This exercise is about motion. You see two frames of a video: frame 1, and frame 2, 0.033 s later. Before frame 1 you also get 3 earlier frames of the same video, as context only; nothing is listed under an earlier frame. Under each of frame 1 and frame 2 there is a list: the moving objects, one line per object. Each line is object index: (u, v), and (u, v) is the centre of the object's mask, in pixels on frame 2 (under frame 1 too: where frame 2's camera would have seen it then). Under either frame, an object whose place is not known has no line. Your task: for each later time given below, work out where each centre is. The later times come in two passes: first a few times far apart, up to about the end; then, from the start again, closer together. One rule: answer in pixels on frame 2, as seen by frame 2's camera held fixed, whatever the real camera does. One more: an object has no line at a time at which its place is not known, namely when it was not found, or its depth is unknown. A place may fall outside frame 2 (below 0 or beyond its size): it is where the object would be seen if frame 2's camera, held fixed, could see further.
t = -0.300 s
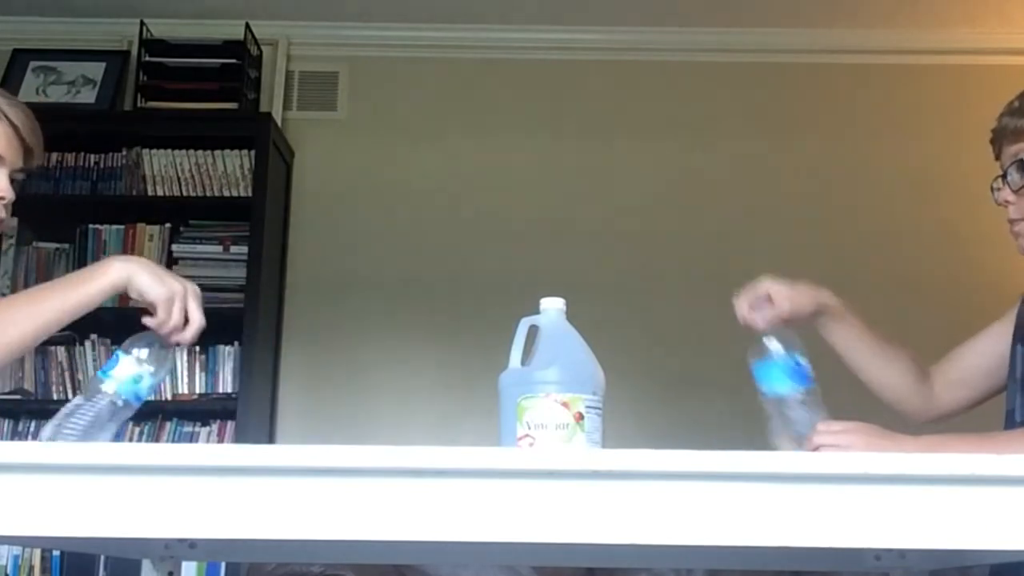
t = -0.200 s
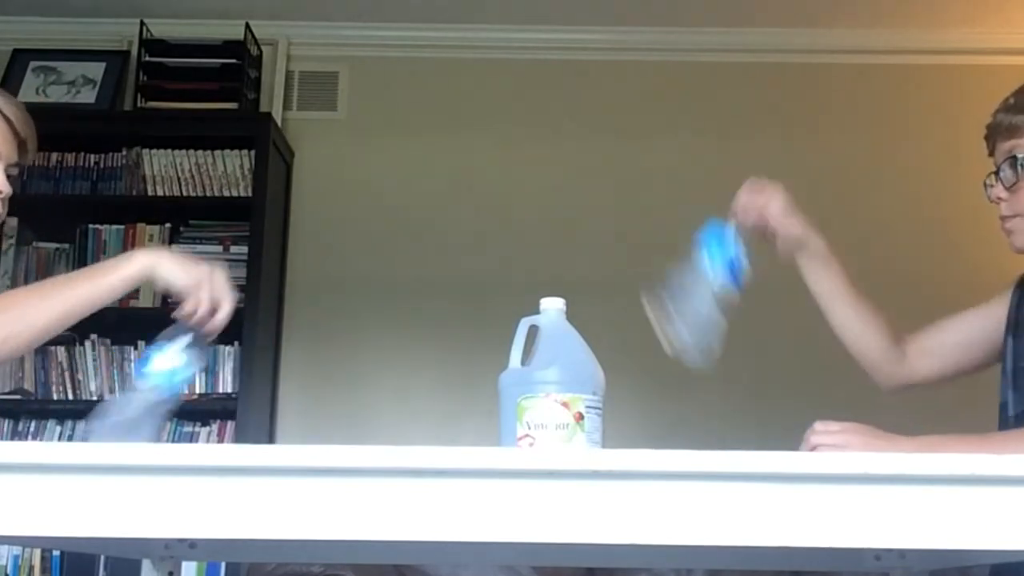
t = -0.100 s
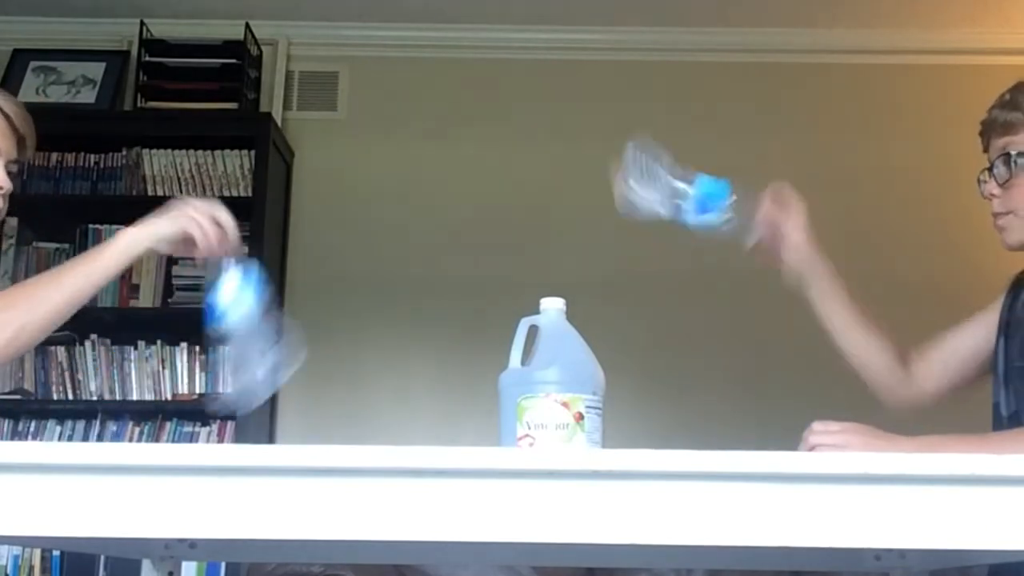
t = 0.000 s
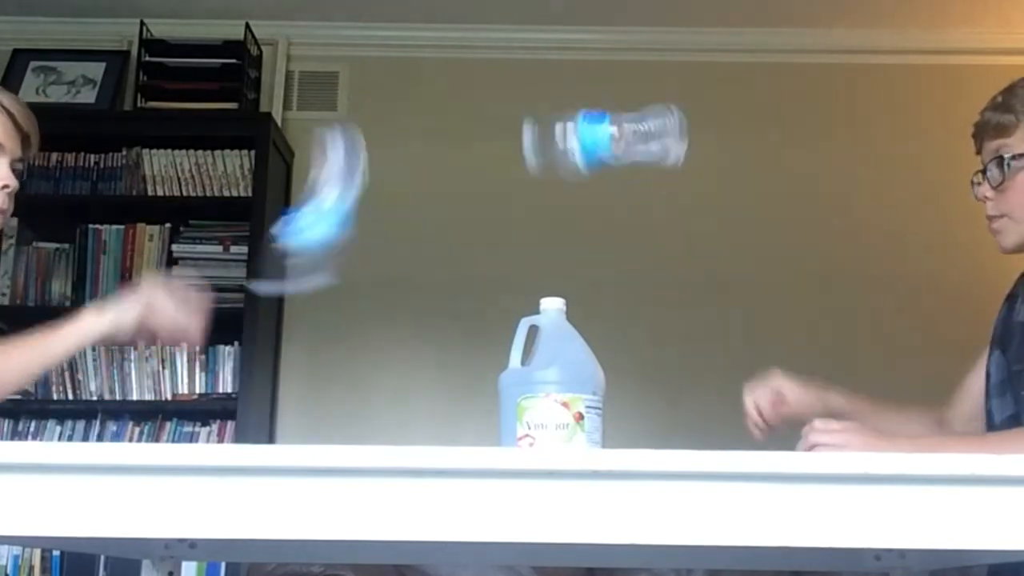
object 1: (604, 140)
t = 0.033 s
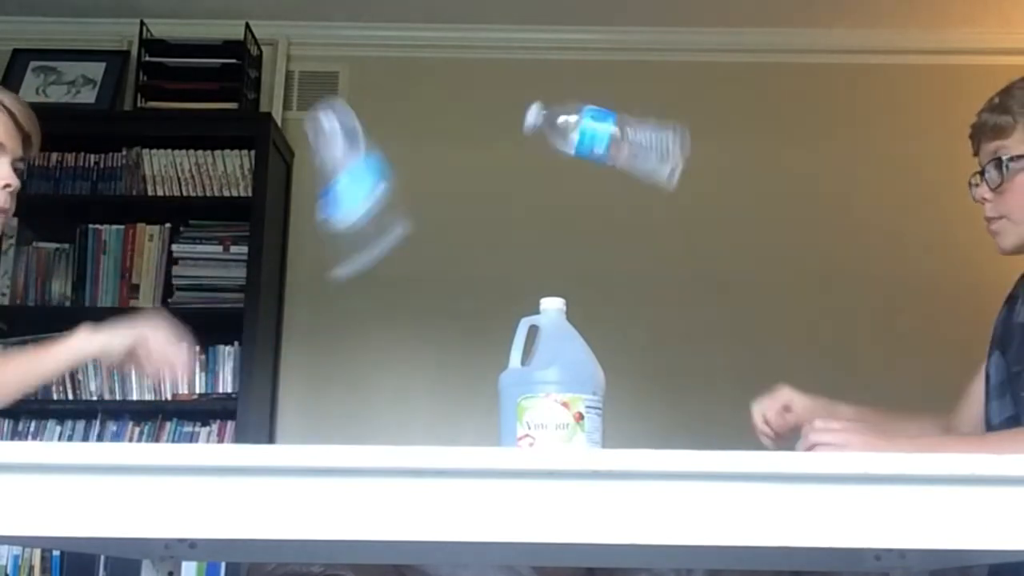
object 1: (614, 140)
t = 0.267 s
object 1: (653, 385)
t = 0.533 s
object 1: (644, 385)
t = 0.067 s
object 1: (623, 181)
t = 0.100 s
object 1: (625, 215)
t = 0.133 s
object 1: (626, 258)
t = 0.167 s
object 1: (627, 311)
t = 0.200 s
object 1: (629, 384)
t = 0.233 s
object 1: (643, 385)
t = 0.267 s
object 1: (653, 385)
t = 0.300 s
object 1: (661, 387)
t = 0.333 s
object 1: (670, 387)
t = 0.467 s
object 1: (654, 384)
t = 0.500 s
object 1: (645, 386)
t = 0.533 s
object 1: (644, 385)
